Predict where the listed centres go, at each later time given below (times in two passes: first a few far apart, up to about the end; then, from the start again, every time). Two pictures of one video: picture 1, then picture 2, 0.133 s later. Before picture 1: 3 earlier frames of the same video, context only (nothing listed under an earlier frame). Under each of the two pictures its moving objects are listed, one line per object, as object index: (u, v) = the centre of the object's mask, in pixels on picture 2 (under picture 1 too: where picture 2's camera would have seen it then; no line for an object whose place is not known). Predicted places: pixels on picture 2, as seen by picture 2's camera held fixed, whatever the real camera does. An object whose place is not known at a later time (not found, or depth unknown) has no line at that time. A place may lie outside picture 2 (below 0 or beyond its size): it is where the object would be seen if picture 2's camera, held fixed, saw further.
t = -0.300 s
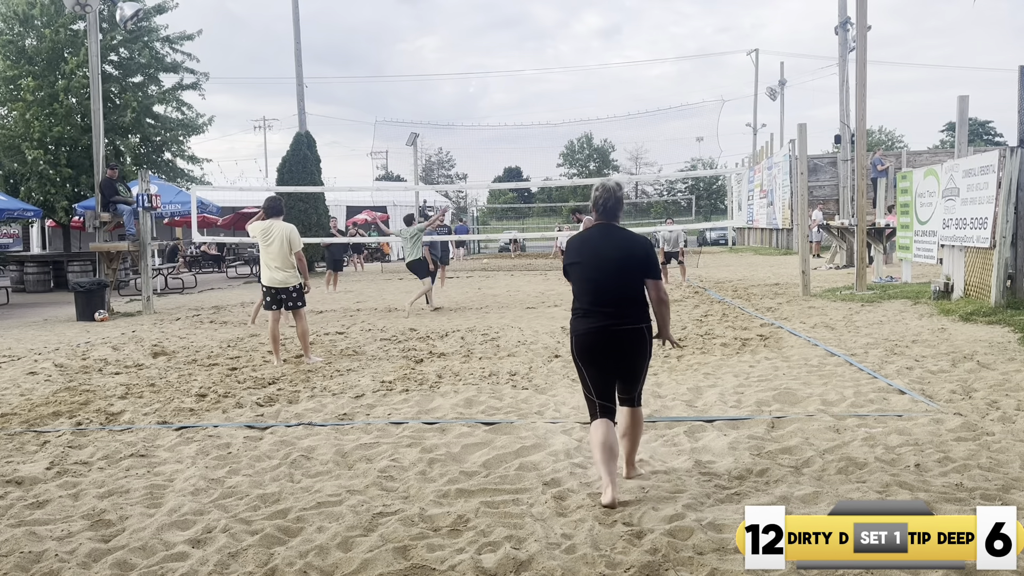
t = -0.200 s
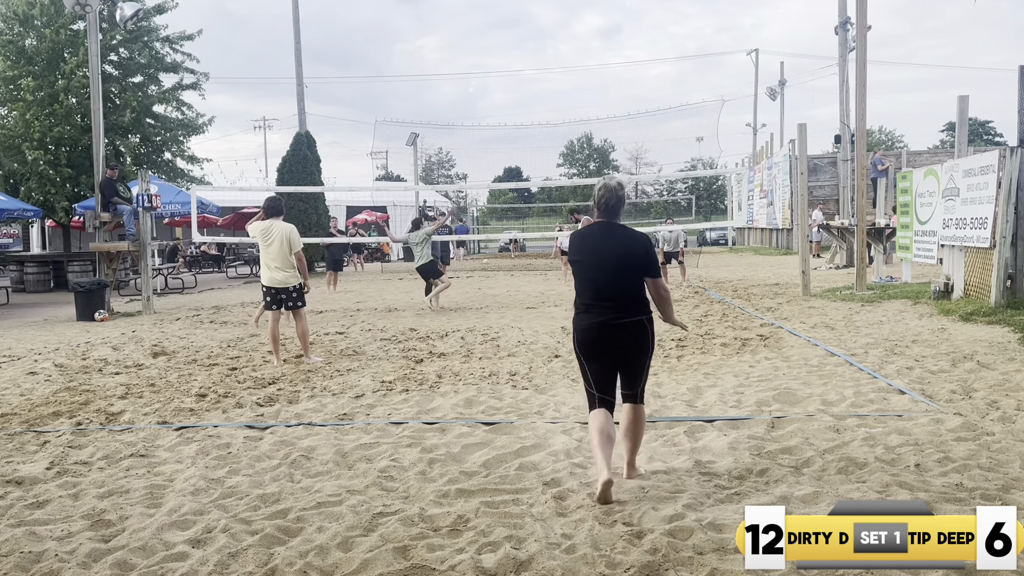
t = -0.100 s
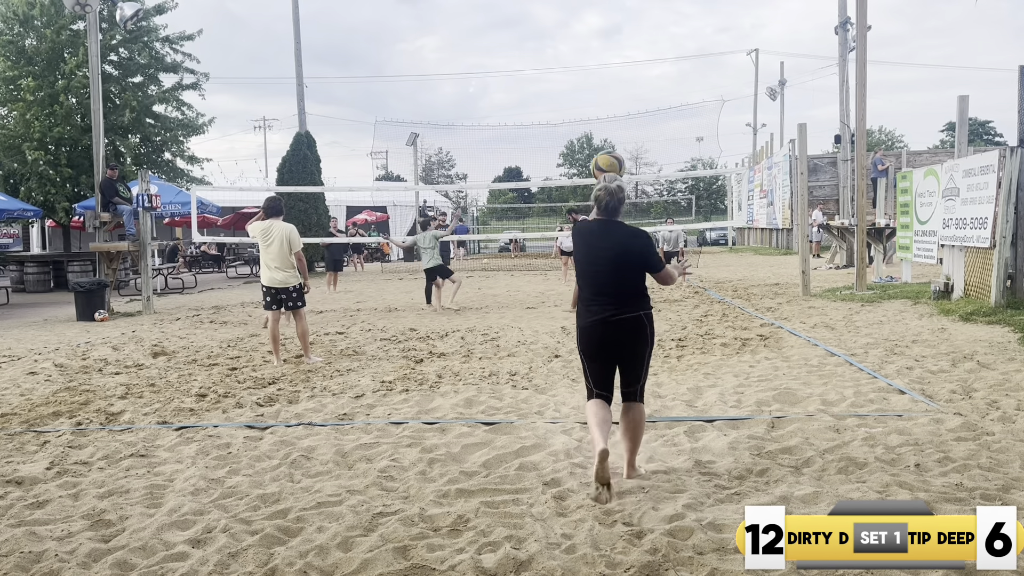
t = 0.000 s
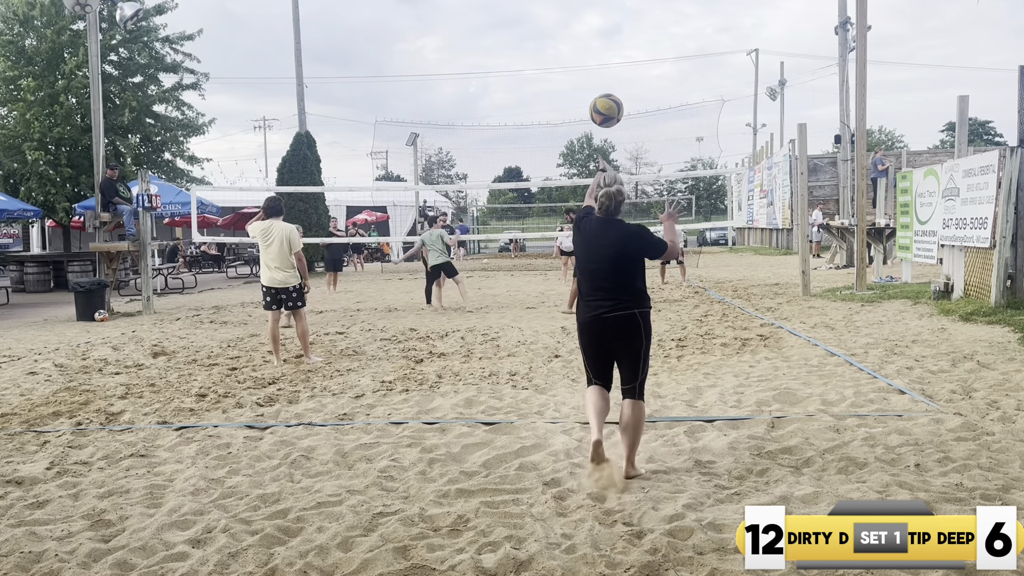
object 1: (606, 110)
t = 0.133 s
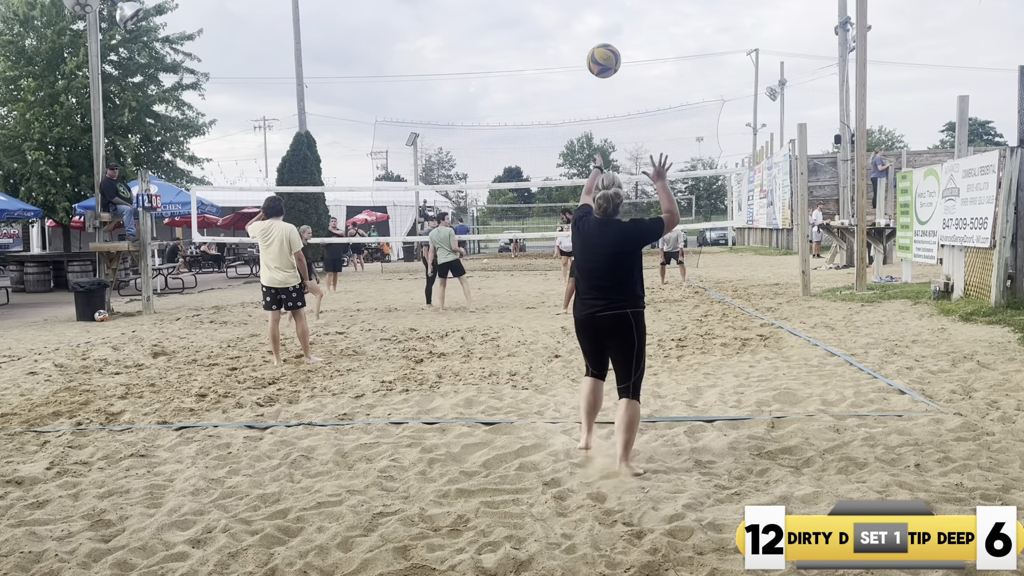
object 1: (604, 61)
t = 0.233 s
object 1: (602, 42)
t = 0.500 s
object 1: (598, 71)
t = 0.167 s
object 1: (603, 53)
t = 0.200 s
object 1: (602, 47)
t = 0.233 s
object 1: (602, 42)
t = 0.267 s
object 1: (601, 40)
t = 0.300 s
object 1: (601, 39)
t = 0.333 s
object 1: (600, 40)
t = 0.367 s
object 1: (600, 43)
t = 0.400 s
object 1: (599, 47)
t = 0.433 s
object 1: (599, 53)
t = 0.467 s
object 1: (598, 61)
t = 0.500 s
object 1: (598, 71)
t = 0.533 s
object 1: (598, 82)
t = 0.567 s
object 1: (597, 95)
